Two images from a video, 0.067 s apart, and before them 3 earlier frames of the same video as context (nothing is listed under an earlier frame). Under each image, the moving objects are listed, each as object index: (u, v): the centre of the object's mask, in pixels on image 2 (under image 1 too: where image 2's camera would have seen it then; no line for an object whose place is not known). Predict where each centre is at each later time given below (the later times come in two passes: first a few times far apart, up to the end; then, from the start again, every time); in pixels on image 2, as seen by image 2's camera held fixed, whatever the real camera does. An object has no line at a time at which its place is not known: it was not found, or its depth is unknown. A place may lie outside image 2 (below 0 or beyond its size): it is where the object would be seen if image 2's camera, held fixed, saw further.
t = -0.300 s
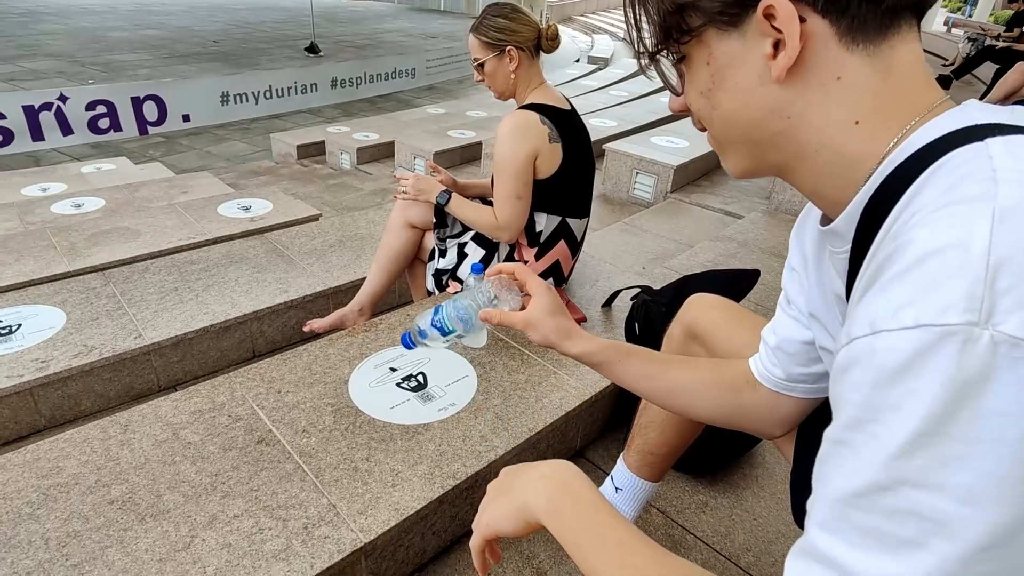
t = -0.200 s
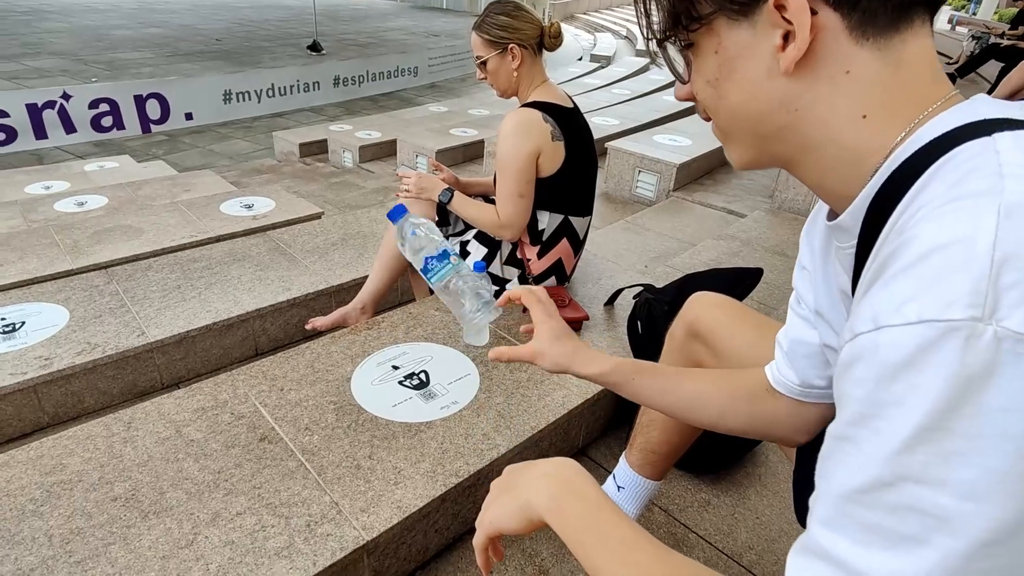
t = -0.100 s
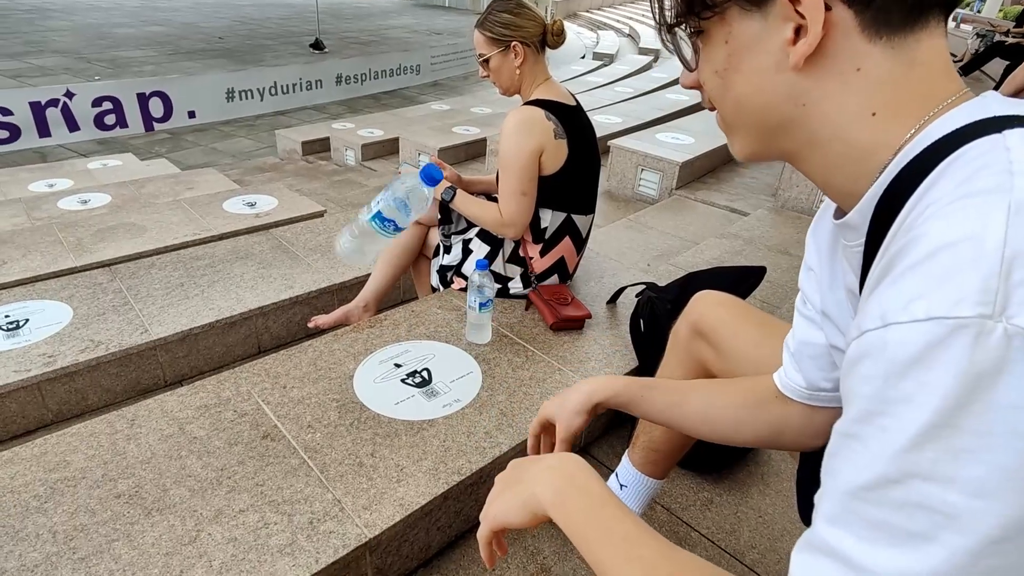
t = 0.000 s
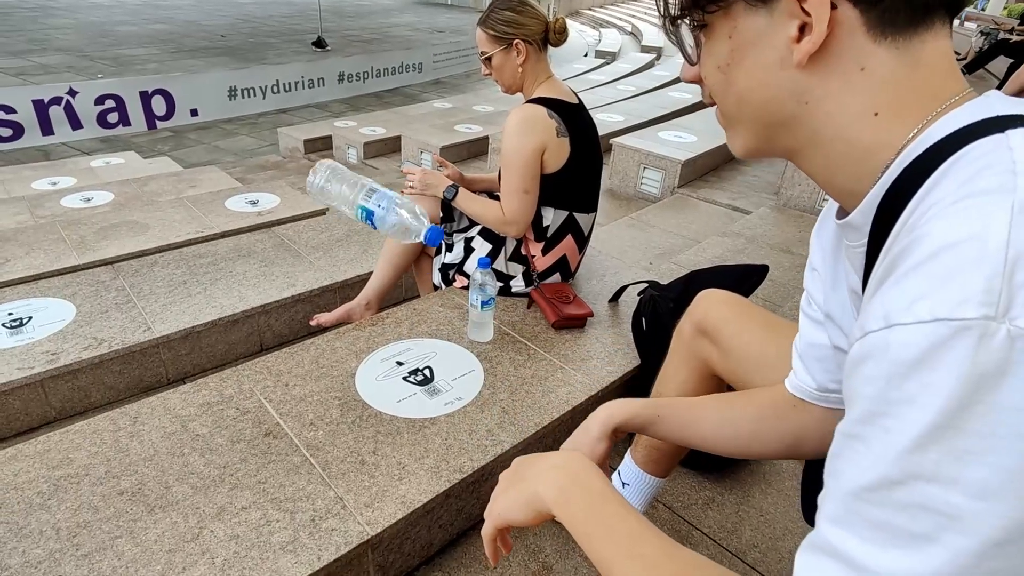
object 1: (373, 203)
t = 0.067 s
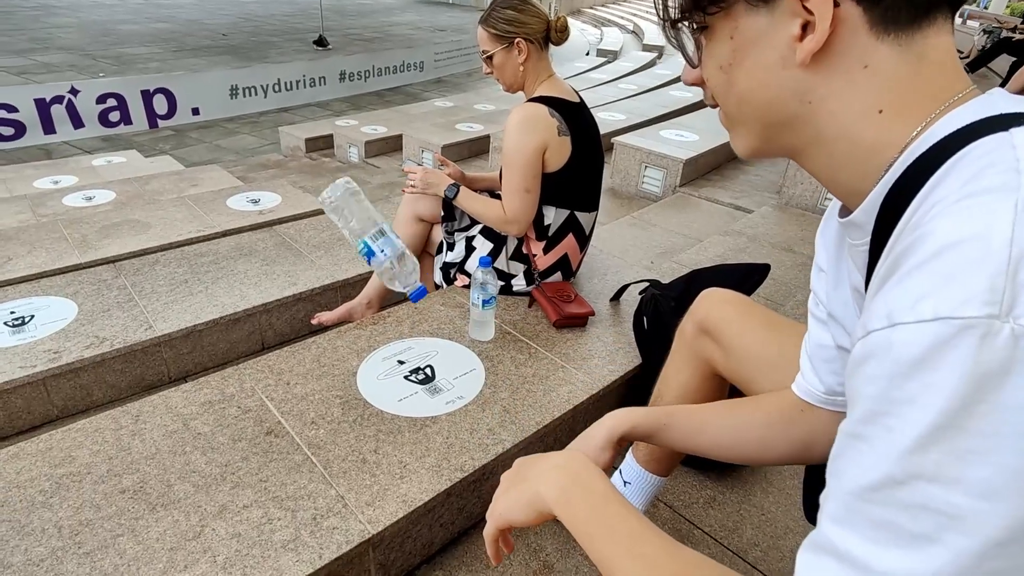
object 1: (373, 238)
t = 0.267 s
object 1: (377, 396)
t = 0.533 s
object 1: (379, 412)
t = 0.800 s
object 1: (391, 487)
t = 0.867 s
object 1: (390, 491)
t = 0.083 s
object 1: (374, 251)
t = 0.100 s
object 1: (375, 266)
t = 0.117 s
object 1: (374, 282)
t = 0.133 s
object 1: (375, 299)
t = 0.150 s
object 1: (375, 317)
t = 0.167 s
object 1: (375, 334)
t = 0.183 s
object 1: (375, 353)
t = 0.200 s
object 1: (376, 373)
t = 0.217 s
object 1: (376, 392)
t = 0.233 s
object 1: (377, 395)
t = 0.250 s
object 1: (377, 395)
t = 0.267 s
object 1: (377, 396)
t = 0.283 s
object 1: (376, 397)
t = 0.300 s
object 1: (376, 398)
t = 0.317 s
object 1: (376, 398)
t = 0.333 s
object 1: (376, 399)
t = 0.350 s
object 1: (376, 399)
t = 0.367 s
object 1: (376, 399)
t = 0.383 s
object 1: (377, 400)
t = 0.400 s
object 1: (377, 401)
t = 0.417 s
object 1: (377, 401)
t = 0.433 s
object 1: (377, 402)
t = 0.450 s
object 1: (377, 404)
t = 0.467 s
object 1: (377, 405)
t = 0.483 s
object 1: (377, 407)
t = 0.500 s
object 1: (378, 408)
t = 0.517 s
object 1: (378, 410)
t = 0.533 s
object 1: (379, 412)
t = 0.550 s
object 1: (379, 414)
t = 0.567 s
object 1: (381, 418)
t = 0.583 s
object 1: (382, 422)
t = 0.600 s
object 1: (384, 428)
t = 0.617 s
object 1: (387, 436)
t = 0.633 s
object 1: (389, 446)
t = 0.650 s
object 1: (391, 457)
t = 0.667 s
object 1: (392, 469)
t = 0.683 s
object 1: (392, 476)
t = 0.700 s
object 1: (390, 481)
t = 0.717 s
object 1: (390, 483)
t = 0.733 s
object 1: (389, 483)
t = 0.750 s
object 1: (389, 485)
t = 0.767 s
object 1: (390, 486)
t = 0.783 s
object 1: (390, 486)
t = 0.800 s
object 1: (391, 487)
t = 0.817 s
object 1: (391, 489)
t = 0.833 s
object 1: (391, 489)
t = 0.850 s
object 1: (391, 490)
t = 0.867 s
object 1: (390, 491)
